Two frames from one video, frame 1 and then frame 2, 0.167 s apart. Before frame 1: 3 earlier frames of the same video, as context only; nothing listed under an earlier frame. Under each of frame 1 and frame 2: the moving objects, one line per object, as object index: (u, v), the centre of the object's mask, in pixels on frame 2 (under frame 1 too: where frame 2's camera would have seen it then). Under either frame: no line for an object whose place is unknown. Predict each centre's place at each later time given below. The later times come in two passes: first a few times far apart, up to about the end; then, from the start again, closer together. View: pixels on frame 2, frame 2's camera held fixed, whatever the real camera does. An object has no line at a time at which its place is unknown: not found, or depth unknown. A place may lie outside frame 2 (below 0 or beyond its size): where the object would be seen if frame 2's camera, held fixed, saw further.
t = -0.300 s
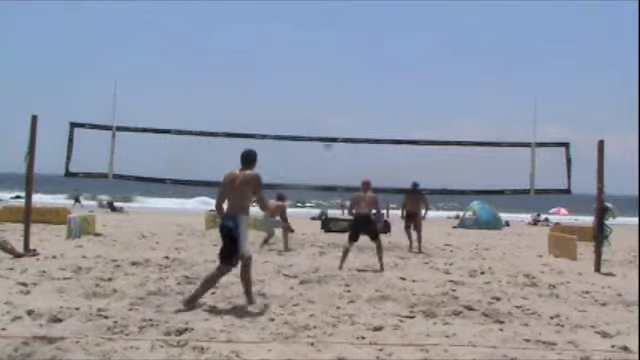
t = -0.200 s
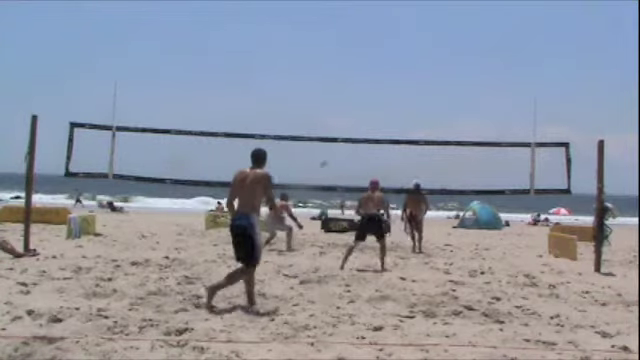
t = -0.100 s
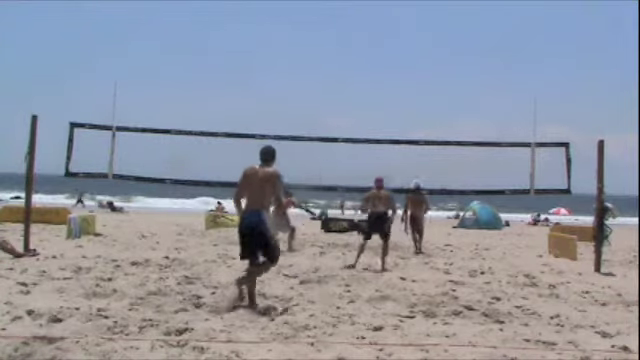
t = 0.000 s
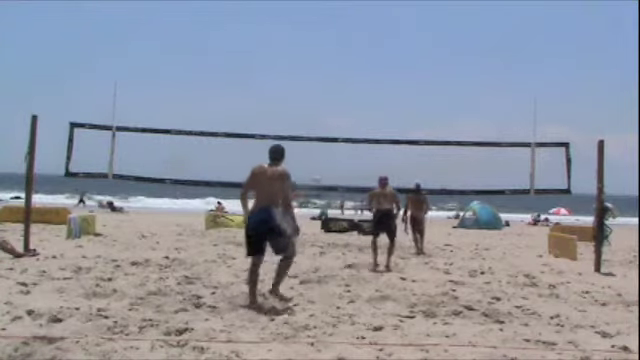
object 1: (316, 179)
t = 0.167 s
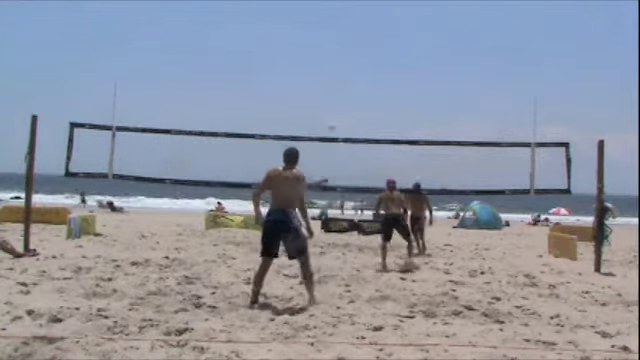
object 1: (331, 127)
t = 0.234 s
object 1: (334, 109)
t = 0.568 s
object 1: (351, 46)
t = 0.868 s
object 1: (362, 31)
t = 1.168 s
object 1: (369, 53)
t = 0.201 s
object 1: (331, 118)
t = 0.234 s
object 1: (334, 109)
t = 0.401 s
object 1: (343, 72)
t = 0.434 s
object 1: (345, 67)
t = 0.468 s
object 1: (346, 60)
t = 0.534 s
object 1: (349, 50)
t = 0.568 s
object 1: (351, 46)
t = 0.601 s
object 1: (352, 43)
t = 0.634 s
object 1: (353, 40)
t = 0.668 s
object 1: (356, 37)
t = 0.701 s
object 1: (357, 35)
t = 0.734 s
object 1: (358, 33)
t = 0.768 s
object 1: (359, 31)
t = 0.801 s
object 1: (360, 31)
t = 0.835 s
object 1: (361, 31)
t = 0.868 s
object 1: (362, 31)
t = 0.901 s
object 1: (363, 31)
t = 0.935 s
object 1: (363, 31)
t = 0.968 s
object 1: (365, 34)
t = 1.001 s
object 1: (365, 35)
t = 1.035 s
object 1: (366, 38)
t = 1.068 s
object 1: (367, 41)
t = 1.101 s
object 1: (367, 44)
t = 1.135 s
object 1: (368, 48)
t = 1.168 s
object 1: (369, 53)
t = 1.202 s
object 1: (369, 57)
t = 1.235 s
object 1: (370, 62)
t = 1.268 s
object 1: (371, 69)
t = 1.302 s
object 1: (371, 75)
